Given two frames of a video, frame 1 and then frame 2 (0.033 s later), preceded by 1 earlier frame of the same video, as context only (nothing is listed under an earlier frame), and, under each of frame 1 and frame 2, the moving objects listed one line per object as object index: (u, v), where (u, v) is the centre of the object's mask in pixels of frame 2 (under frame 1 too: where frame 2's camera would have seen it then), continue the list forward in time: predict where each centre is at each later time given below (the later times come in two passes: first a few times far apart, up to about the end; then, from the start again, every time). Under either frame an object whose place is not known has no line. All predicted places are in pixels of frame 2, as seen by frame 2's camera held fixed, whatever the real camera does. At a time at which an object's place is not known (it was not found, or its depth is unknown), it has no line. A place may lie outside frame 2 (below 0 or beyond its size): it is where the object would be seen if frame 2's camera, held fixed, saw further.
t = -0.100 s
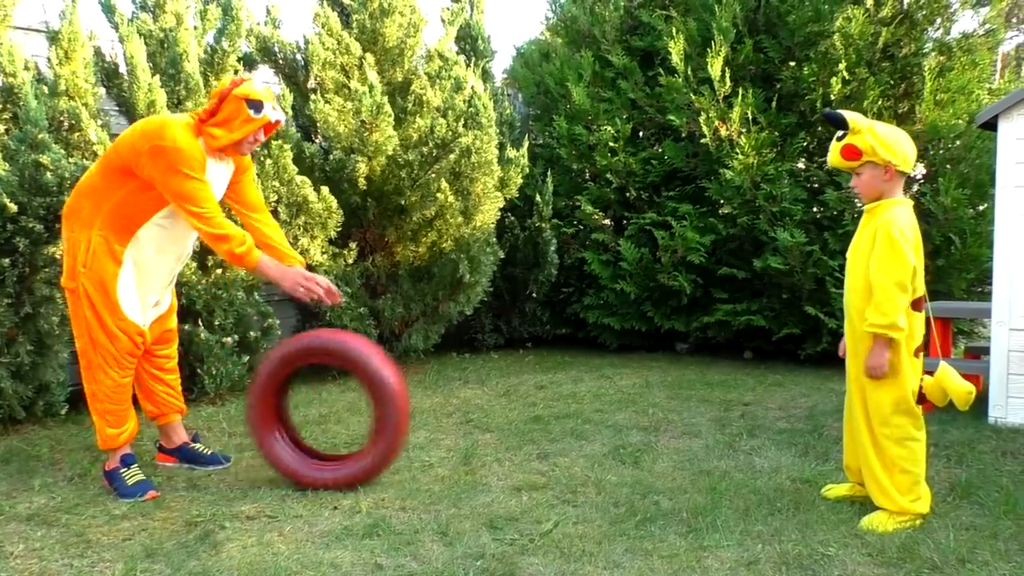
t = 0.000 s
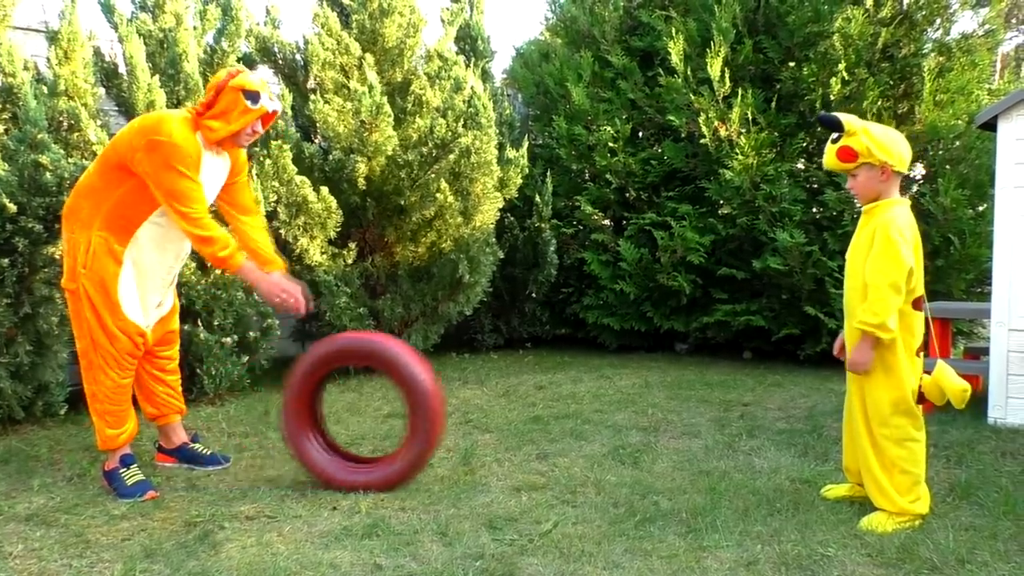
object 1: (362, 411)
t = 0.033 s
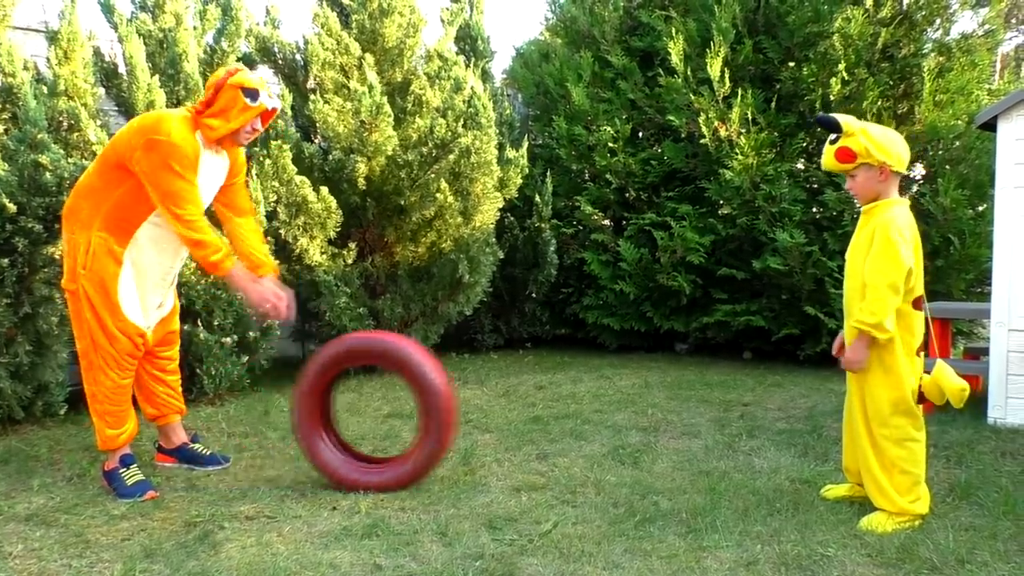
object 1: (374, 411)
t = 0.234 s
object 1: (442, 413)
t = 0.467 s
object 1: (518, 414)
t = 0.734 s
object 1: (599, 417)
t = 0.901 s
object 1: (648, 417)
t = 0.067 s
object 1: (385, 411)
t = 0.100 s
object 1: (397, 410)
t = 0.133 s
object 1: (408, 411)
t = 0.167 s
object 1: (419, 411)
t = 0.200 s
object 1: (430, 412)
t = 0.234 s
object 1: (442, 413)
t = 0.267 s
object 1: (453, 413)
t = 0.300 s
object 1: (464, 413)
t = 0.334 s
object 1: (475, 414)
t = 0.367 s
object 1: (486, 413)
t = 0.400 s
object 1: (496, 414)
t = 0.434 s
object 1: (507, 414)
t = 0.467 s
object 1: (518, 414)
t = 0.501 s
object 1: (528, 414)
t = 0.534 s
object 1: (538, 415)
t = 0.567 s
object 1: (549, 416)
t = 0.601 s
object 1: (559, 415)
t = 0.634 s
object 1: (569, 415)
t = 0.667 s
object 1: (579, 416)
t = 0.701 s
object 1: (589, 416)
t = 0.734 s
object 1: (599, 417)
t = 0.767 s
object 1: (609, 416)
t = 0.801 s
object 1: (619, 416)
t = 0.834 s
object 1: (628, 416)
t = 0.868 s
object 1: (638, 416)
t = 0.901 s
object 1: (648, 417)
